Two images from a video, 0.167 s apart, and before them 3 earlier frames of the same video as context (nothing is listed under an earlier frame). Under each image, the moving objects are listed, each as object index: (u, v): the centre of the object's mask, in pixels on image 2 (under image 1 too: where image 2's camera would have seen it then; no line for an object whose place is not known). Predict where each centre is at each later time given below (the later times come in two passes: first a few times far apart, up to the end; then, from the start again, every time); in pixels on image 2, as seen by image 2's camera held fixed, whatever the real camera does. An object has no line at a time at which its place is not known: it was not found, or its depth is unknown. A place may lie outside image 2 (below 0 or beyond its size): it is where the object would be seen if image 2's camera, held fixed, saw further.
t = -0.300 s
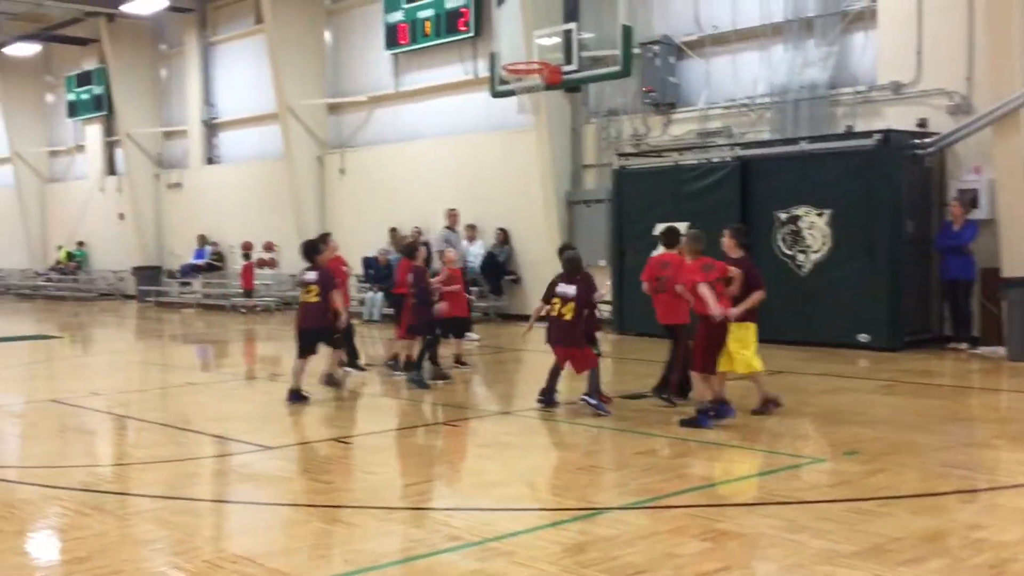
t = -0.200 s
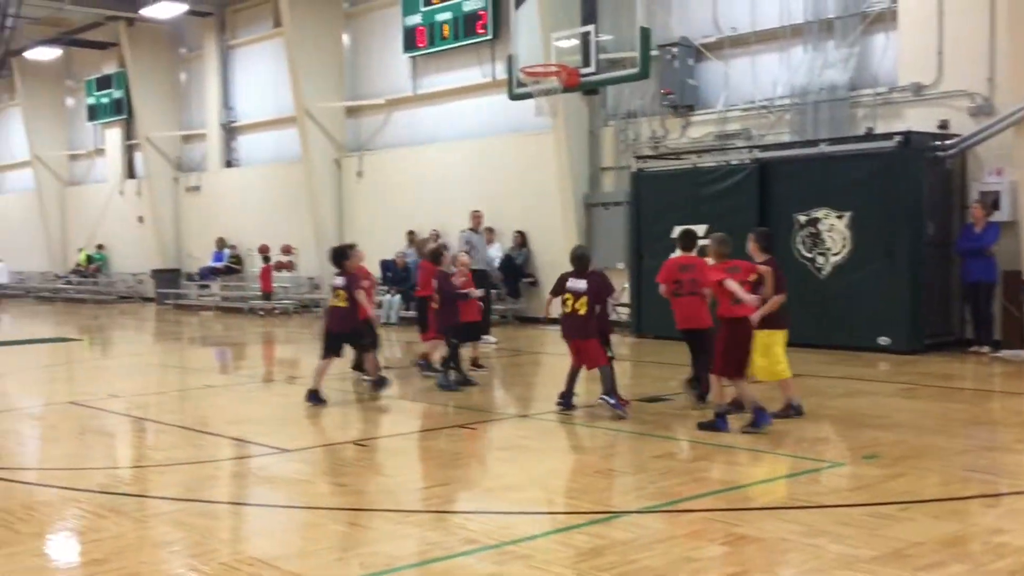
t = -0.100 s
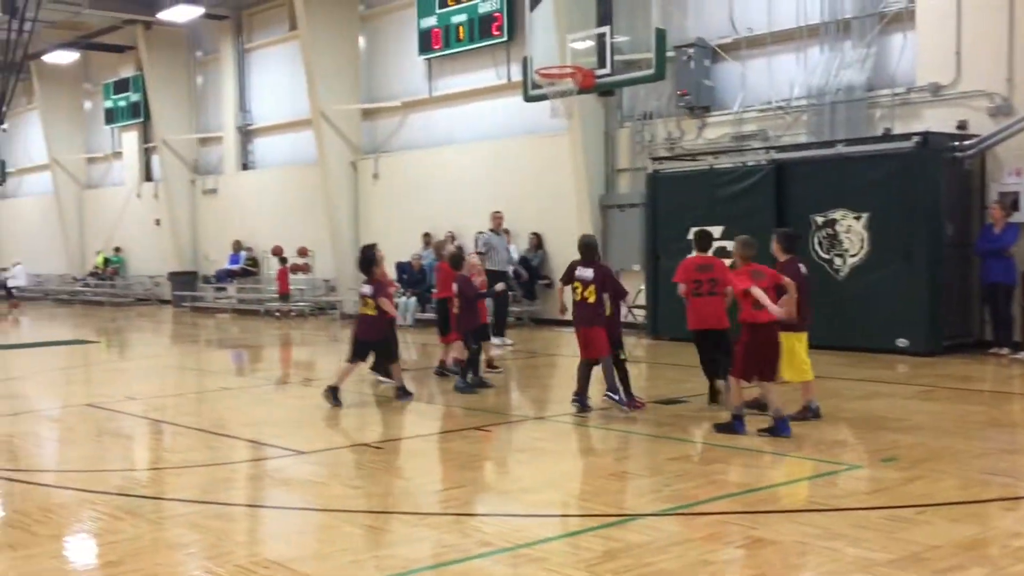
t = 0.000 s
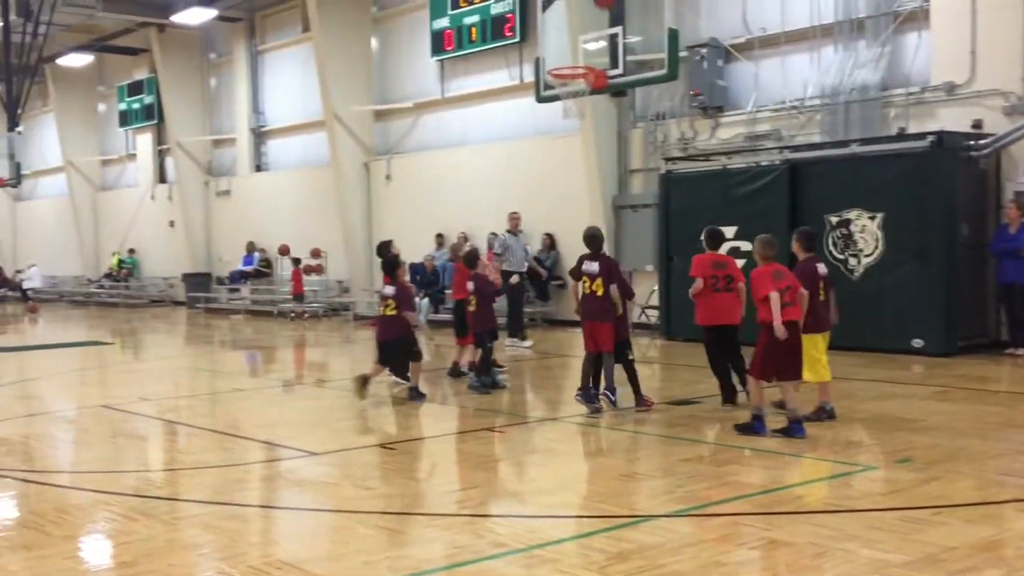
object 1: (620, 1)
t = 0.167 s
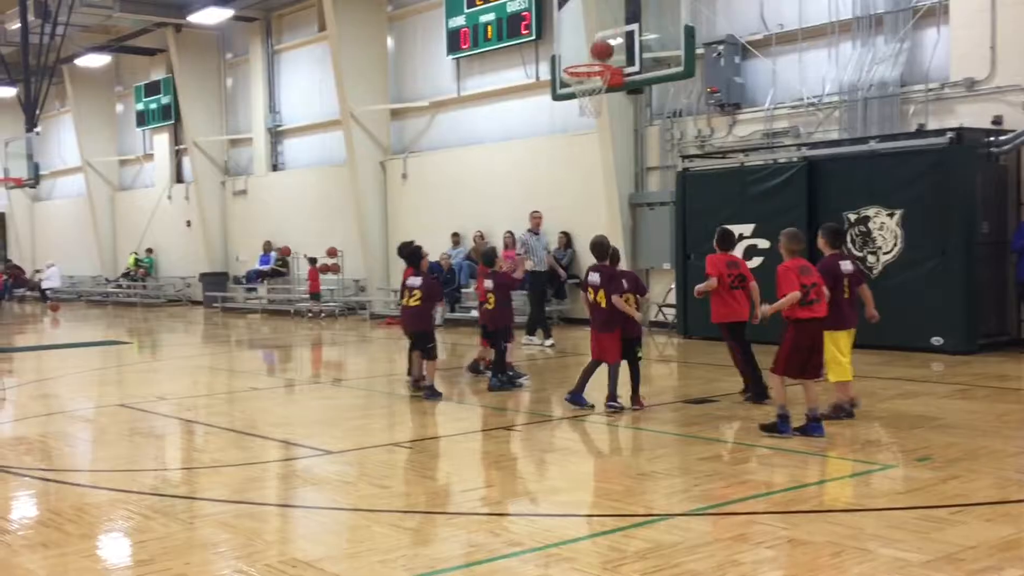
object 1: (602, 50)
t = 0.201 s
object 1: (596, 58)
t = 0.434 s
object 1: (562, 31)
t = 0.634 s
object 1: (535, 47)
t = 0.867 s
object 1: (502, 117)
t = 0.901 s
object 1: (498, 131)
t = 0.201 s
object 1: (596, 58)
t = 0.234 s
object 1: (591, 55)
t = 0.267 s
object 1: (586, 49)
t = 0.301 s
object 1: (581, 43)
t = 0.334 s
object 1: (576, 38)
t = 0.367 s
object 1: (571, 35)
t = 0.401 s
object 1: (566, 32)
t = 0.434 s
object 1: (562, 31)
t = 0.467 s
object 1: (557, 31)
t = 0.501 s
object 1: (552, 32)
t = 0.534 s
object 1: (548, 34)
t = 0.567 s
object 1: (544, 37)
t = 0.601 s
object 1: (538, 42)
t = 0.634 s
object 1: (535, 47)
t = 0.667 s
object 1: (529, 54)
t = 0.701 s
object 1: (524, 62)
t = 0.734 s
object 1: (520, 70)
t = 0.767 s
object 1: (515, 81)
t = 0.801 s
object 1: (511, 91)
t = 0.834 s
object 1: (506, 102)
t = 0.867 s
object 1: (502, 117)
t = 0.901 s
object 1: (498, 131)
